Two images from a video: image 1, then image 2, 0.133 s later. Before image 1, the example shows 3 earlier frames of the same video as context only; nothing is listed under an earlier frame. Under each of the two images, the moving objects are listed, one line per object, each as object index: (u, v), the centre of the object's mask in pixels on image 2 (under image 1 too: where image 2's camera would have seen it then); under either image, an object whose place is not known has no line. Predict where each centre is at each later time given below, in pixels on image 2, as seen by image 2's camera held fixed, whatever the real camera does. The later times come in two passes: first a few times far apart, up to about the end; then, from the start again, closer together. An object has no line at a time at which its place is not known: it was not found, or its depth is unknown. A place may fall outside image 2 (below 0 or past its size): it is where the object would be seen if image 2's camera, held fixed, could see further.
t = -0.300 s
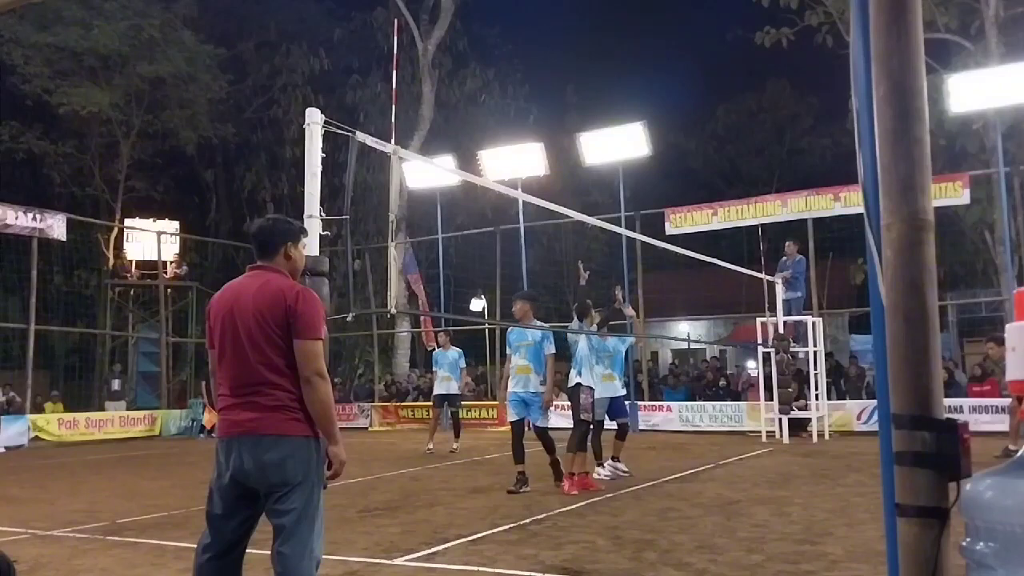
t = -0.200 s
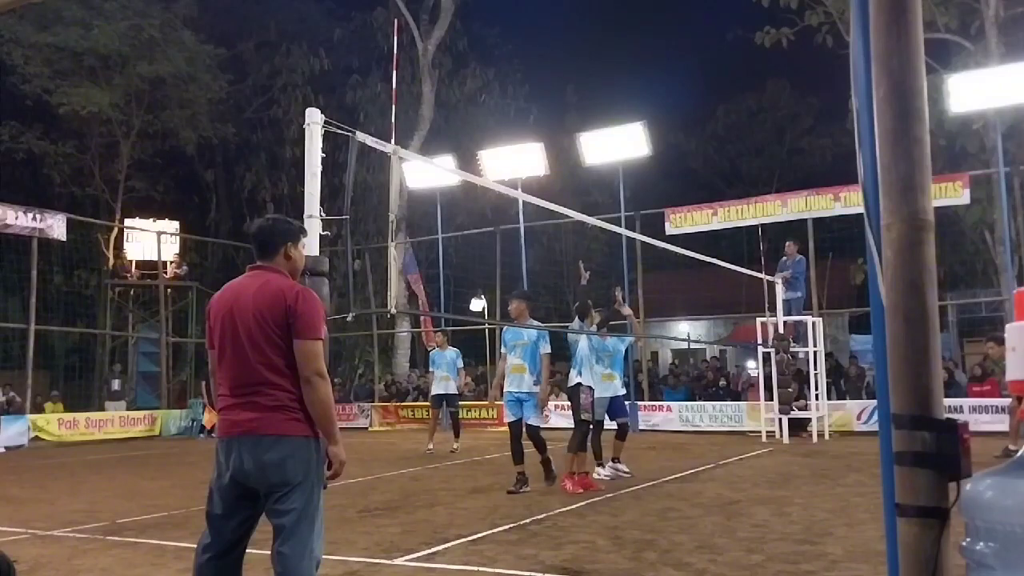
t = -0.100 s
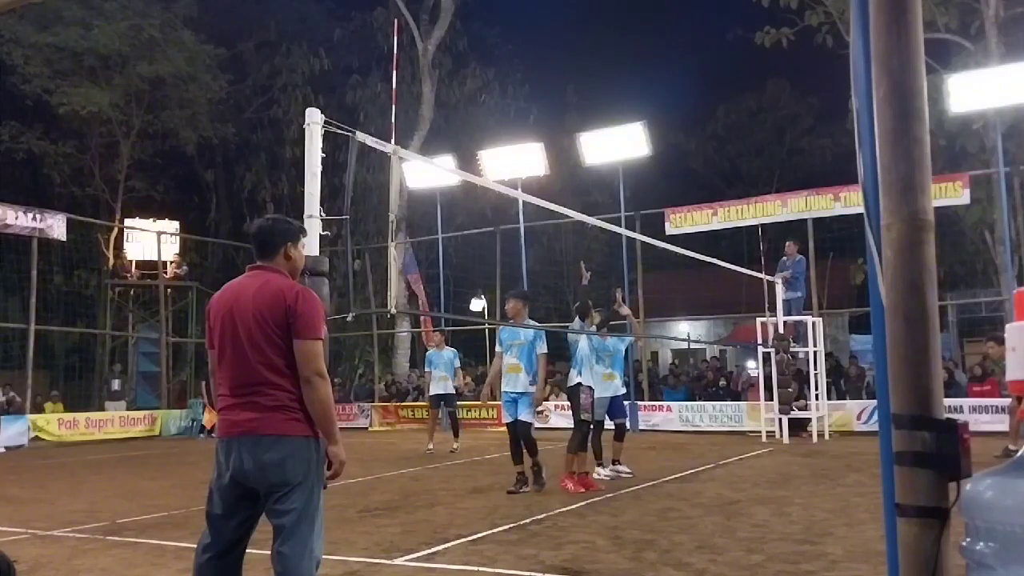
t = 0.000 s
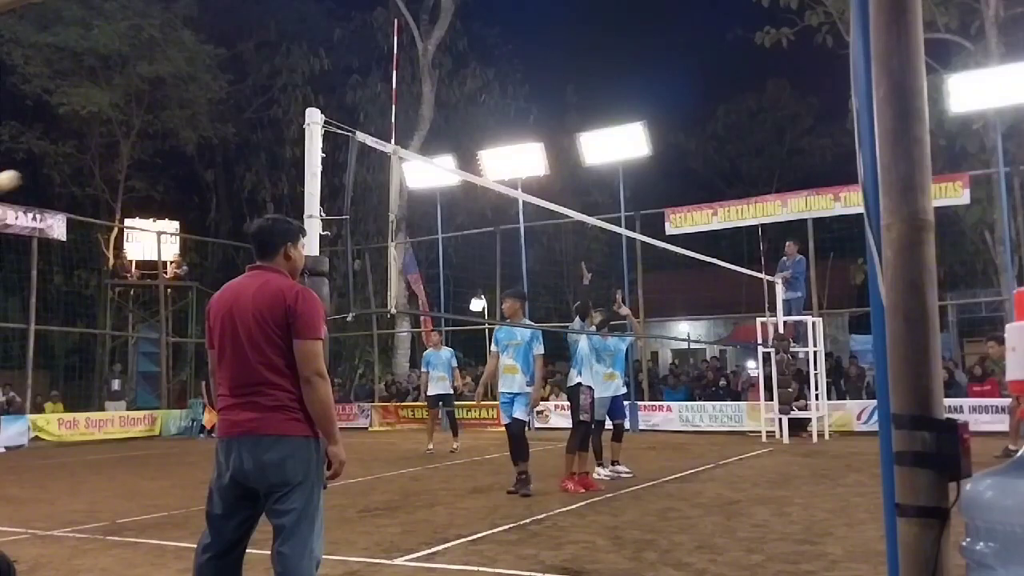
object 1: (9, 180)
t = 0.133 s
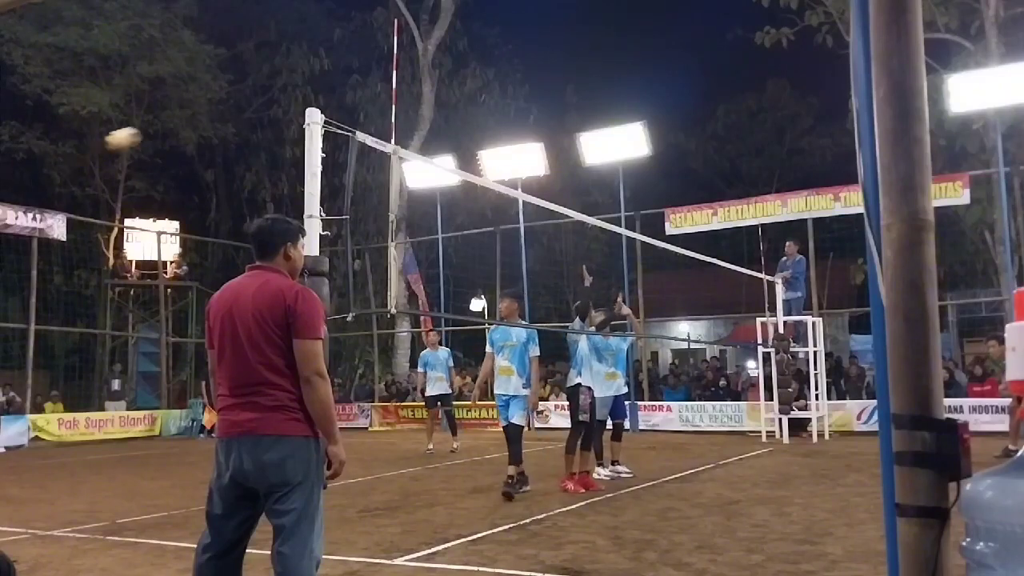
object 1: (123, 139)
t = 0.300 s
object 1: (285, 105)
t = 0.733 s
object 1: (779, 149)
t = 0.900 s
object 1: (1001, 231)
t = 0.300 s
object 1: (285, 105)
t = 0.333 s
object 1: (321, 101)
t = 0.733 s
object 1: (779, 149)
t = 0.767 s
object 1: (822, 162)
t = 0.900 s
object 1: (1001, 231)
